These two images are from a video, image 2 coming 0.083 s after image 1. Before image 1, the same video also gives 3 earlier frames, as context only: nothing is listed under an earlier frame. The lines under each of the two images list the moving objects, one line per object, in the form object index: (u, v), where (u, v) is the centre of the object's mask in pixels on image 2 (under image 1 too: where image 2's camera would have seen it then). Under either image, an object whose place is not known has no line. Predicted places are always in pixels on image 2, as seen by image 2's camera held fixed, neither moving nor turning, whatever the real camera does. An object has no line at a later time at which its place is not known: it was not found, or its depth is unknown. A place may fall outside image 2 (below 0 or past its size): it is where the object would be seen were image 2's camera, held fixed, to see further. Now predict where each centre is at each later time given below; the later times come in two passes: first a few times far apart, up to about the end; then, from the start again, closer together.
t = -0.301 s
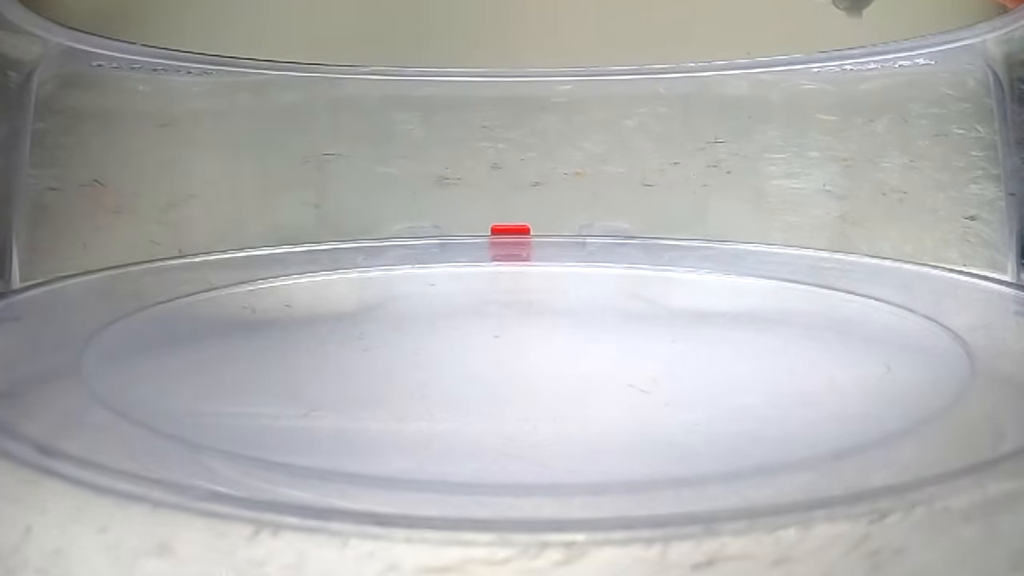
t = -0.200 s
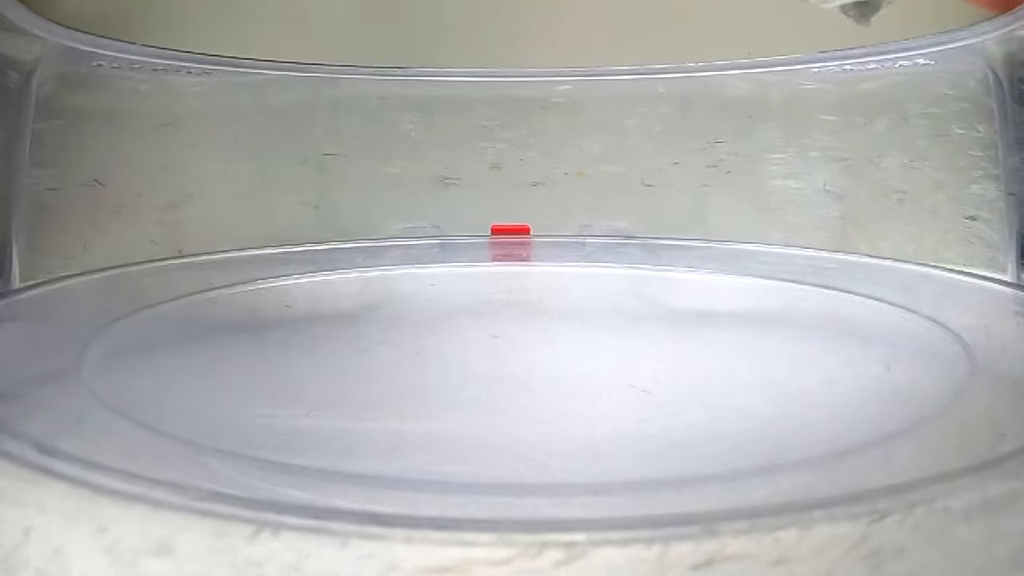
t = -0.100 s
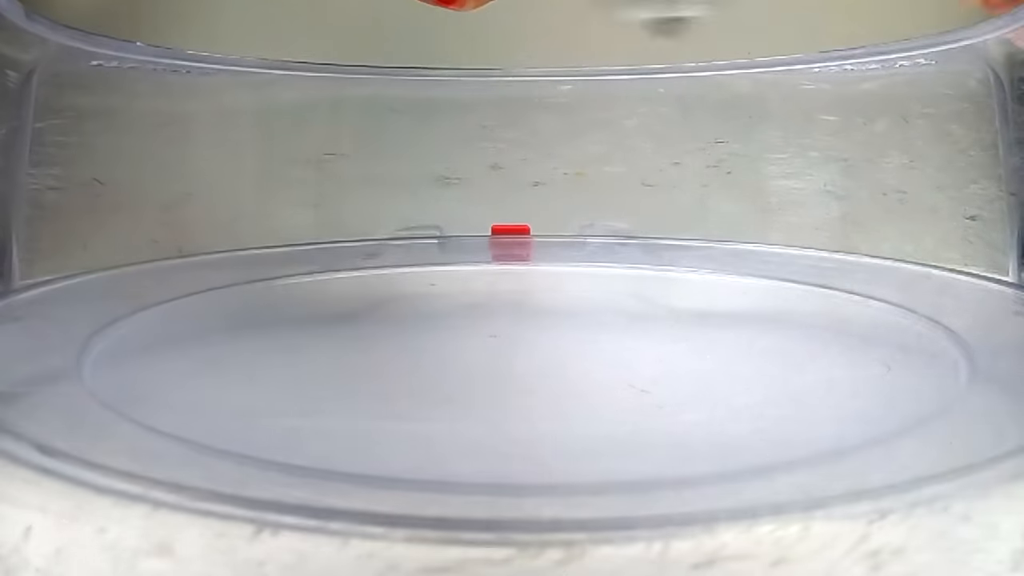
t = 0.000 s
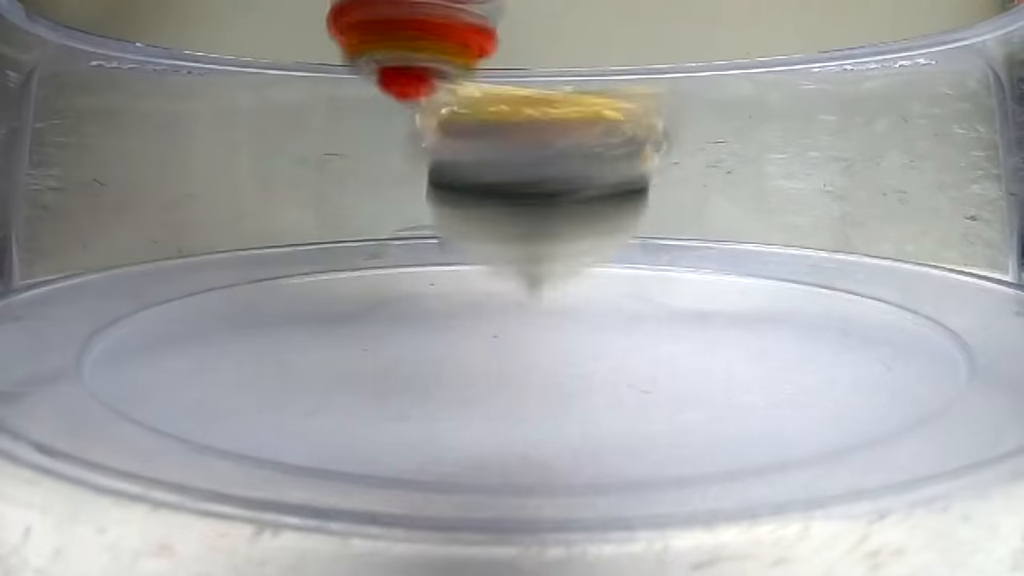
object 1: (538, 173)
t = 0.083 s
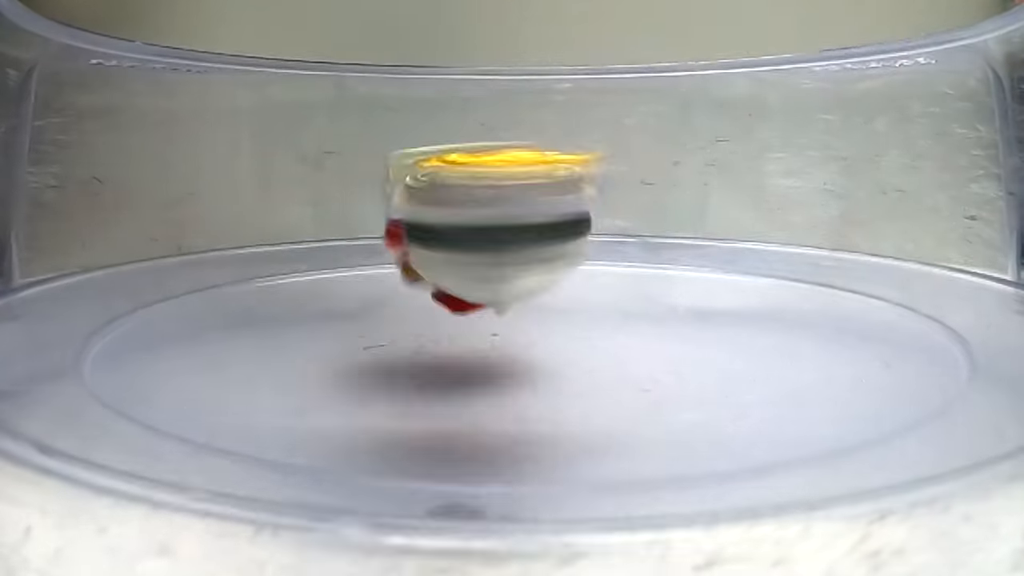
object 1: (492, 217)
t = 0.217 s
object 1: (330, 322)
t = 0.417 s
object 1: (480, 277)
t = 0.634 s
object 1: (783, 315)
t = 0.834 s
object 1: (797, 313)
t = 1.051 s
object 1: (609, 304)
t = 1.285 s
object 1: (469, 283)
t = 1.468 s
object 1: (382, 300)
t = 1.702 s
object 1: (326, 314)
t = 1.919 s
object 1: (400, 324)
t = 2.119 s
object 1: (474, 318)
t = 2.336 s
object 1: (432, 252)
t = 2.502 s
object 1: (398, 206)
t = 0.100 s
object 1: (490, 203)
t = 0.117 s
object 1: (490, 194)
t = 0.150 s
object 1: (455, 180)
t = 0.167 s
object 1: (430, 187)
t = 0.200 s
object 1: (369, 251)
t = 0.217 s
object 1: (330, 322)
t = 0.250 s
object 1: (331, 229)
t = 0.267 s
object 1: (344, 171)
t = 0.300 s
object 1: (359, 119)
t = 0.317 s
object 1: (368, 117)
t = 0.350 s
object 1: (403, 164)
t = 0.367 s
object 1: (409, 228)
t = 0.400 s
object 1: (449, 314)
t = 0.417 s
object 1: (480, 277)
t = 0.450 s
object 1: (532, 249)
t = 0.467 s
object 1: (553, 261)
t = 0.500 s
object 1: (592, 323)
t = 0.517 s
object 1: (611, 348)
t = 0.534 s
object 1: (635, 335)
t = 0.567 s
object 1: (690, 327)
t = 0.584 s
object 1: (722, 327)
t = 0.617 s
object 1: (770, 318)
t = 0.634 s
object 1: (783, 315)
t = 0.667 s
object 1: (819, 309)
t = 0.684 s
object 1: (833, 305)
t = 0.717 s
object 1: (837, 307)
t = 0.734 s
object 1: (841, 303)
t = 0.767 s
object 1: (834, 307)
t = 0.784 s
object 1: (825, 306)
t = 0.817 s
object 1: (805, 310)
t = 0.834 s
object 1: (797, 313)
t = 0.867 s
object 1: (767, 314)
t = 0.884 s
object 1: (749, 316)
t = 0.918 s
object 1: (717, 318)
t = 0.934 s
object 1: (700, 318)
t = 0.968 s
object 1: (673, 314)
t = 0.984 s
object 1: (661, 314)
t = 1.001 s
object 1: (645, 312)
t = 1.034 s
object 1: (620, 307)
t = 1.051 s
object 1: (609, 304)
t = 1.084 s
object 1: (586, 298)
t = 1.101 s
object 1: (576, 297)
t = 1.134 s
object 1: (558, 293)
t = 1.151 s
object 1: (551, 291)
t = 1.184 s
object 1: (539, 271)
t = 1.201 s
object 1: (528, 261)
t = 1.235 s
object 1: (505, 265)
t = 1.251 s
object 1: (488, 259)
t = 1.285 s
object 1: (469, 283)
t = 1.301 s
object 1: (469, 287)
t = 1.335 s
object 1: (451, 290)
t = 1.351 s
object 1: (446, 291)
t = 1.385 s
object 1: (426, 293)
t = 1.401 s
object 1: (419, 295)
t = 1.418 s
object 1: (409, 296)
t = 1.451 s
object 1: (392, 297)
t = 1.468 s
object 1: (382, 300)
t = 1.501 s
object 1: (368, 301)
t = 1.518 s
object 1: (358, 302)
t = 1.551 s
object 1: (346, 304)
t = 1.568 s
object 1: (337, 305)
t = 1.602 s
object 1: (330, 307)
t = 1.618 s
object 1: (323, 308)
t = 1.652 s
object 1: (325, 311)
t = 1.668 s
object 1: (319, 310)
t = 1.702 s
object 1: (326, 314)
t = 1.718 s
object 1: (323, 311)
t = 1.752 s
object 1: (333, 315)
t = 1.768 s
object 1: (337, 316)
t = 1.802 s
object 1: (347, 323)
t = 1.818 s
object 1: (356, 320)
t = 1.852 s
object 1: (363, 319)
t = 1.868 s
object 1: (379, 322)
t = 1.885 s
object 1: (387, 323)
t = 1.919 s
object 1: (400, 324)
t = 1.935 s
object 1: (415, 322)
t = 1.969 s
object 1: (428, 324)
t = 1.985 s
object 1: (437, 323)
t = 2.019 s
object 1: (454, 324)
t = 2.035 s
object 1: (496, 339)
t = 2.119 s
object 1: (474, 318)
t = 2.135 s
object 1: (478, 316)
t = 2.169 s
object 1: (474, 315)
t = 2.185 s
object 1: (468, 315)
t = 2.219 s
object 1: (450, 307)
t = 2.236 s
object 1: (441, 295)
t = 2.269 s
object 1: (456, 273)
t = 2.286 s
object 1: (452, 265)
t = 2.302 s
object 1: (445, 261)
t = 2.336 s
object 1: (432, 252)
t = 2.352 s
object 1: (426, 246)
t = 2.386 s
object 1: (419, 228)
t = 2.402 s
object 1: (415, 216)
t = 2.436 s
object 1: (404, 206)
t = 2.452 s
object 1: (399, 201)
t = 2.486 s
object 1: (397, 204)
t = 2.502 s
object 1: (398, 206)
